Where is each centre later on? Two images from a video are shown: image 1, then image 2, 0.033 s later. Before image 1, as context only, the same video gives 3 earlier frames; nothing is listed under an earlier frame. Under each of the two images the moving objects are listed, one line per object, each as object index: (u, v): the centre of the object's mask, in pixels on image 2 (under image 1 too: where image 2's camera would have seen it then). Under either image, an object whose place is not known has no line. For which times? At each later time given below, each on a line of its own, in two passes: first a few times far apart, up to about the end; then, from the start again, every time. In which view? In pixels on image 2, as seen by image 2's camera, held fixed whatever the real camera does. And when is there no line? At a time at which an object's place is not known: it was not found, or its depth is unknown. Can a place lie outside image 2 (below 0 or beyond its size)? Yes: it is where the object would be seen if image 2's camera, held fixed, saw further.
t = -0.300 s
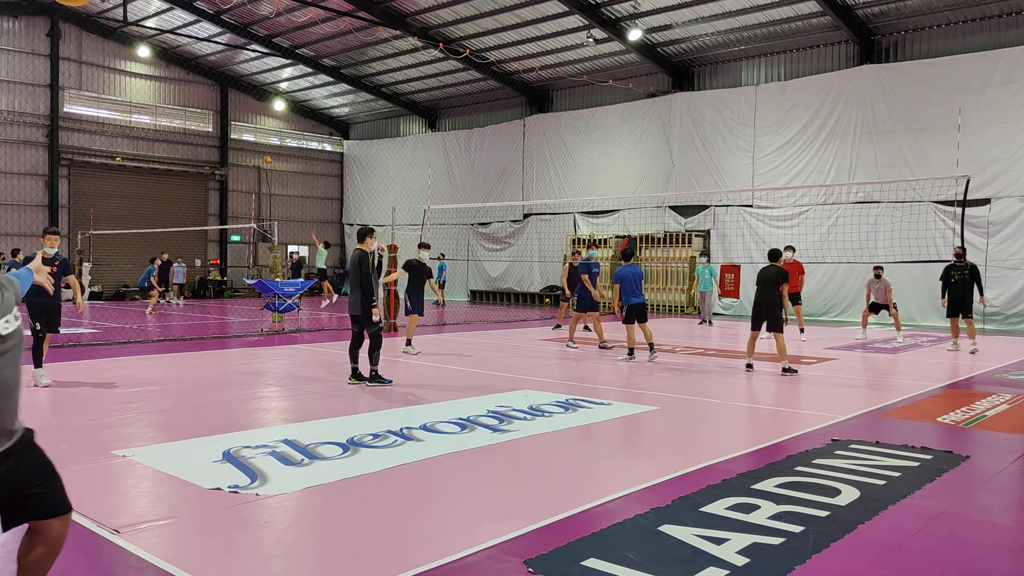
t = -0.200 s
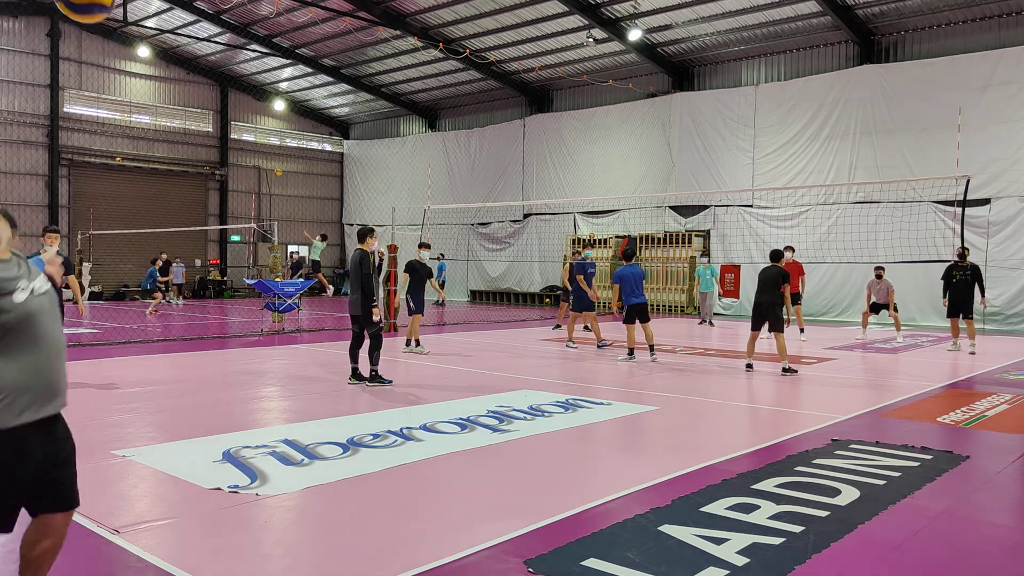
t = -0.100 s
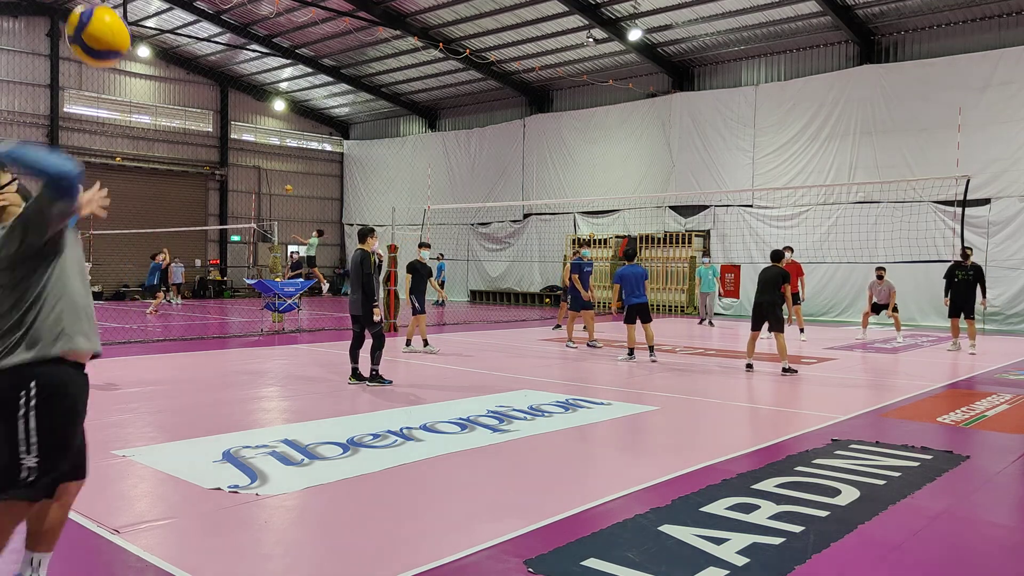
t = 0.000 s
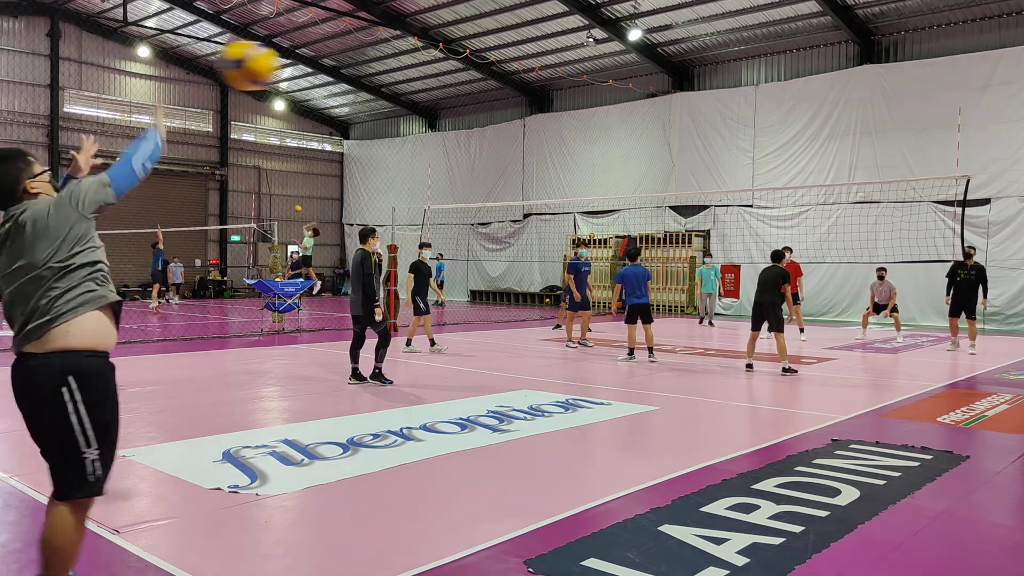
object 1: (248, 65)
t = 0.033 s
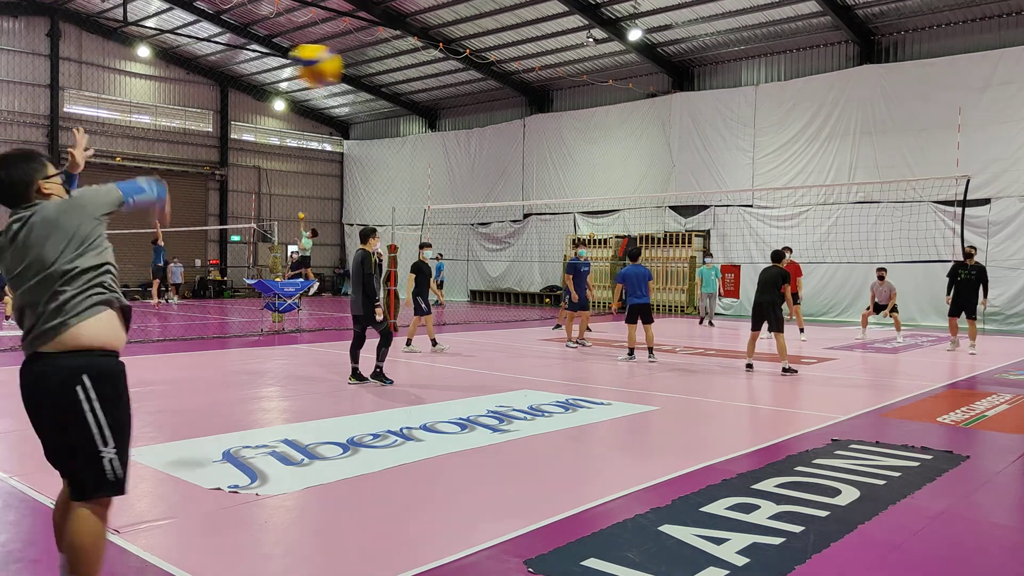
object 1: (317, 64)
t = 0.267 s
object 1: (531, 93)
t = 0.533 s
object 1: (619, 147)
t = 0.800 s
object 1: (668, 211)
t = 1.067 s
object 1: (696, 279)
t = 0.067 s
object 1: (366, 68)
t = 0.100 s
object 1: (409, 70)
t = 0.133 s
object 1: (443, 74)
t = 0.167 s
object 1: (471, 78)
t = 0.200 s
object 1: (495, 83)
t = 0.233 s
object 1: (515, 87)
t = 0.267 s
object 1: (531, 93)
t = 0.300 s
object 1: (545, 98)
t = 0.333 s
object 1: (558, 103)
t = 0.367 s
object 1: (571, 109)
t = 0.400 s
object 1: (582, 117)
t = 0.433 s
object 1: (592, 124)
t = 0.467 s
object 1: (602, 131)
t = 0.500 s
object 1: (611, 139)
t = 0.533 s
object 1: (619, 147)
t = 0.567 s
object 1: (626, 155)
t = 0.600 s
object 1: (634, 163)
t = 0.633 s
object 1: (640, 171)
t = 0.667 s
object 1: (646, 179)
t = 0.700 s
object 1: (653, 187)
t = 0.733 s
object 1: (658, 195)
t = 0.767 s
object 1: (663, 203)
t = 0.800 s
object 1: (668, 211)
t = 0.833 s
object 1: (672, 219)
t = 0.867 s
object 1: (676, 228)
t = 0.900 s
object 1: (679, 237)
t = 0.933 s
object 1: (683, 244)
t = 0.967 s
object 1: (686, 253)
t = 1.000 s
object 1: (690, 262)
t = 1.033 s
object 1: (693, 270)
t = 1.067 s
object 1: (696, 279)
